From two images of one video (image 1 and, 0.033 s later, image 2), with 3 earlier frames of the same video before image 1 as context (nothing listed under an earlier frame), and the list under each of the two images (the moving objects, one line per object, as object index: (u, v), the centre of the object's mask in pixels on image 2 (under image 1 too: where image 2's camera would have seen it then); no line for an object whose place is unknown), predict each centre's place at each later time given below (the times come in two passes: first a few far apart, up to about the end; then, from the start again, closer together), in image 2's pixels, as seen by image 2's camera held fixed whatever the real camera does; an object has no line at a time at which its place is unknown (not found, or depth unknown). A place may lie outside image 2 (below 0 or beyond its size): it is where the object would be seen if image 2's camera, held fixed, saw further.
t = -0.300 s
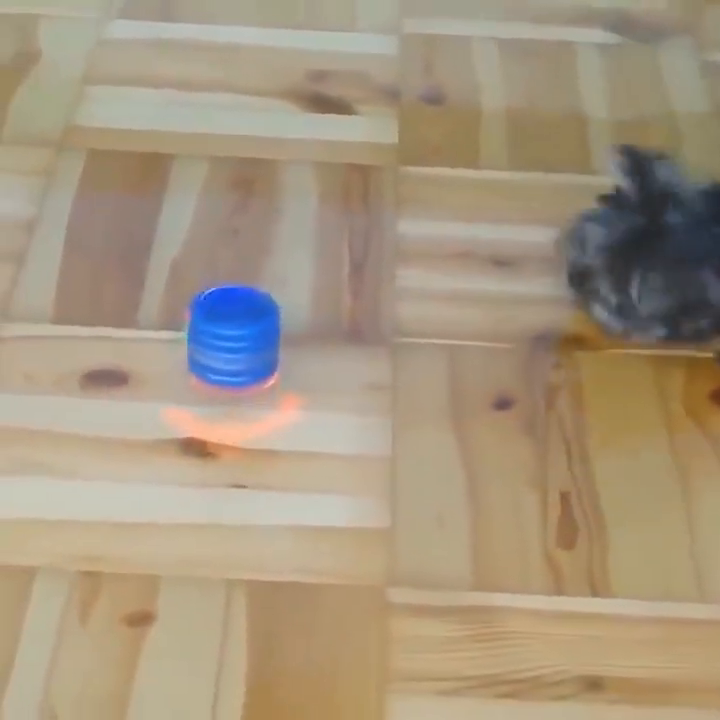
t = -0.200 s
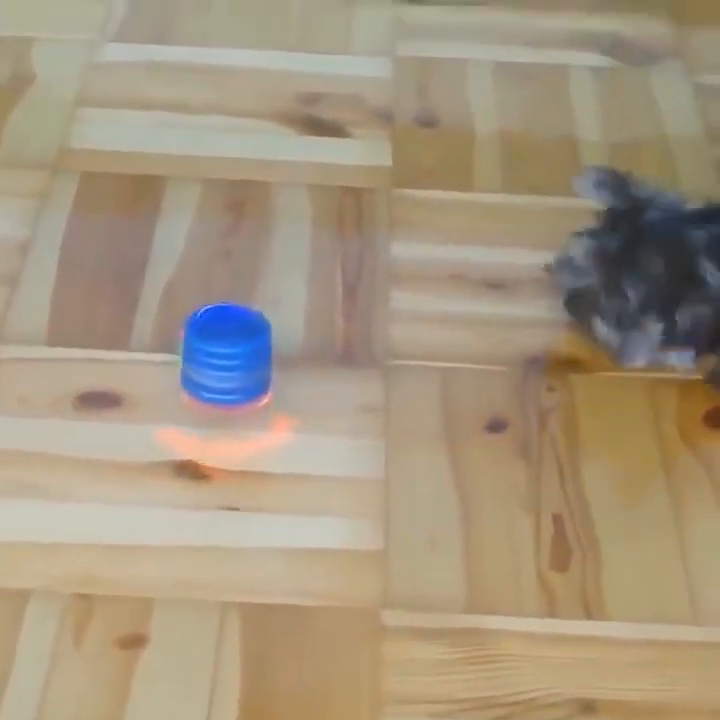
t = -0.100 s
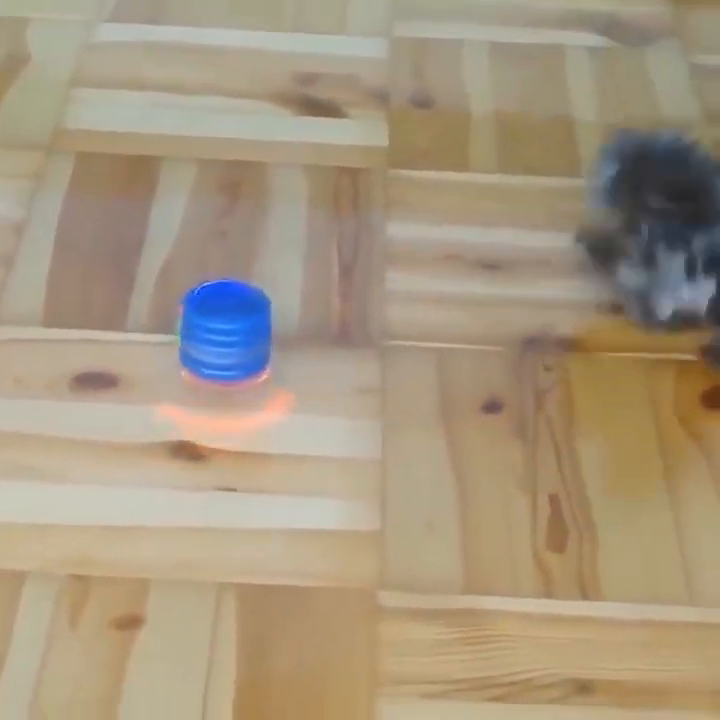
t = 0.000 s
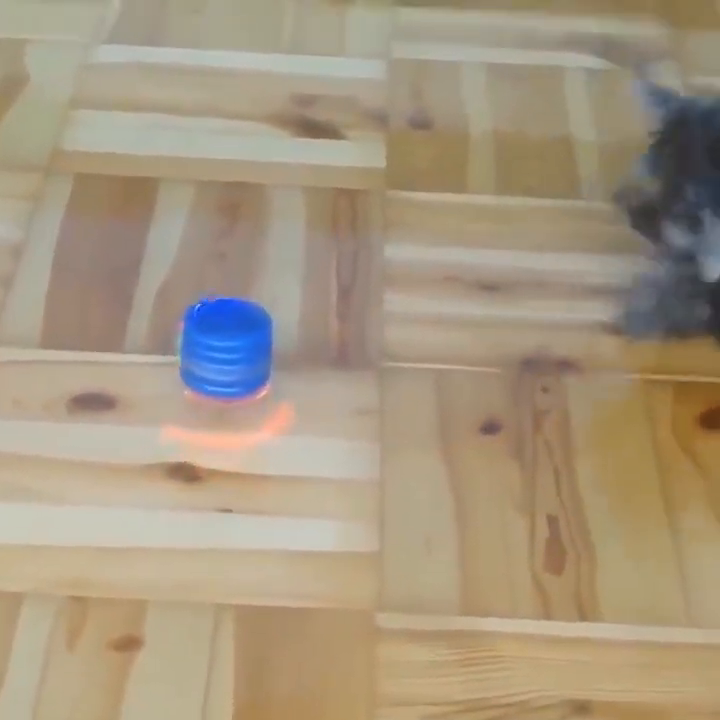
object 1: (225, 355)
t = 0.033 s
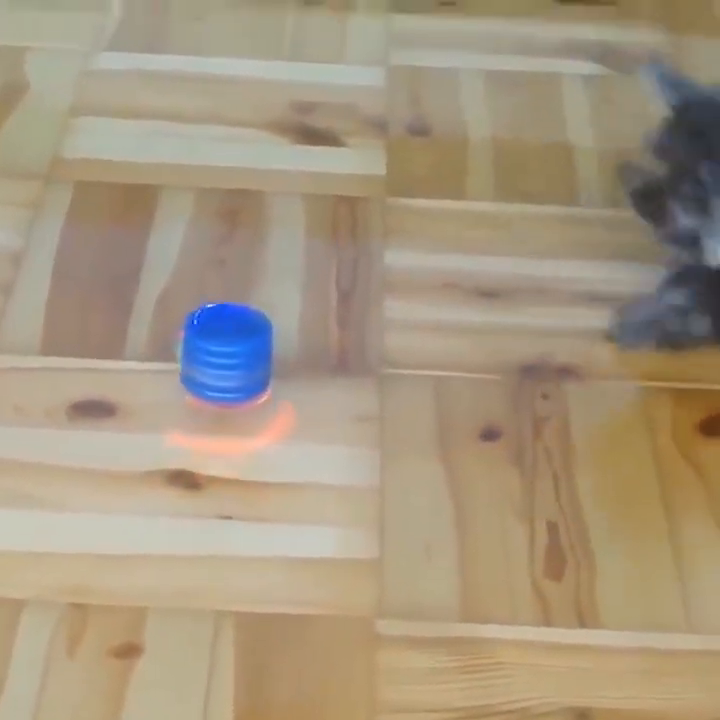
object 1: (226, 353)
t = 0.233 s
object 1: (234, 346)
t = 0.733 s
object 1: (263, 333)
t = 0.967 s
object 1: (282, 331)
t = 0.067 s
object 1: (227, 352)
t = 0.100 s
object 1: (228, 351)
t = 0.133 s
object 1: (231, 349)
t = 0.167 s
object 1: (232, 348)
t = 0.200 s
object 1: (233, 347)
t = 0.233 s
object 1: (234, 346)
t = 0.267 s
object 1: (235, 344)
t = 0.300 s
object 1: (237, 343)
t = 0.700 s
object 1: (261, 334)
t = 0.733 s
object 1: (263, 333)
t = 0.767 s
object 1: (267, 333)
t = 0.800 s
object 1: (269, 332)
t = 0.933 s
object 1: (280, 331)
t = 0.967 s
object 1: (282, 331)
